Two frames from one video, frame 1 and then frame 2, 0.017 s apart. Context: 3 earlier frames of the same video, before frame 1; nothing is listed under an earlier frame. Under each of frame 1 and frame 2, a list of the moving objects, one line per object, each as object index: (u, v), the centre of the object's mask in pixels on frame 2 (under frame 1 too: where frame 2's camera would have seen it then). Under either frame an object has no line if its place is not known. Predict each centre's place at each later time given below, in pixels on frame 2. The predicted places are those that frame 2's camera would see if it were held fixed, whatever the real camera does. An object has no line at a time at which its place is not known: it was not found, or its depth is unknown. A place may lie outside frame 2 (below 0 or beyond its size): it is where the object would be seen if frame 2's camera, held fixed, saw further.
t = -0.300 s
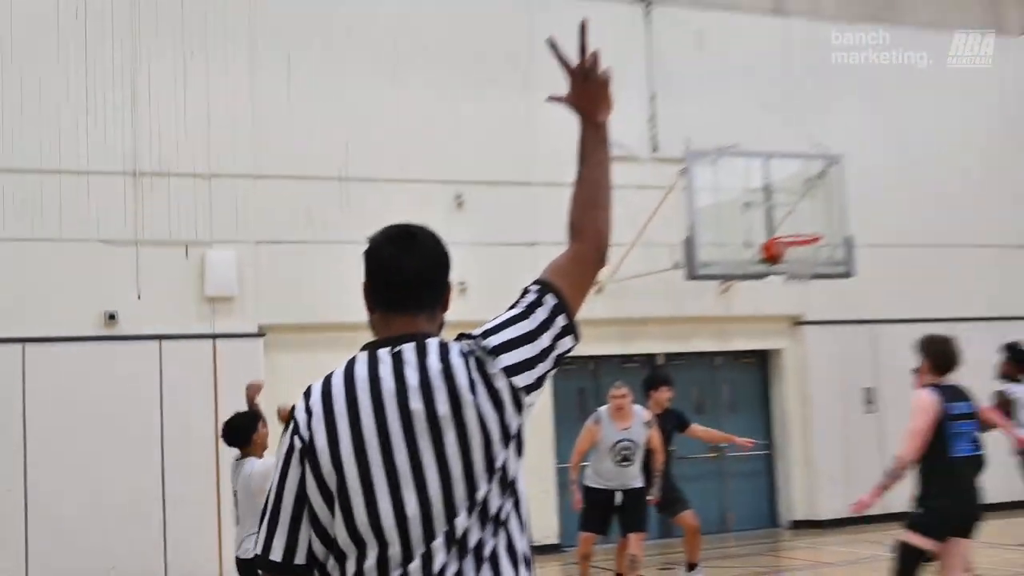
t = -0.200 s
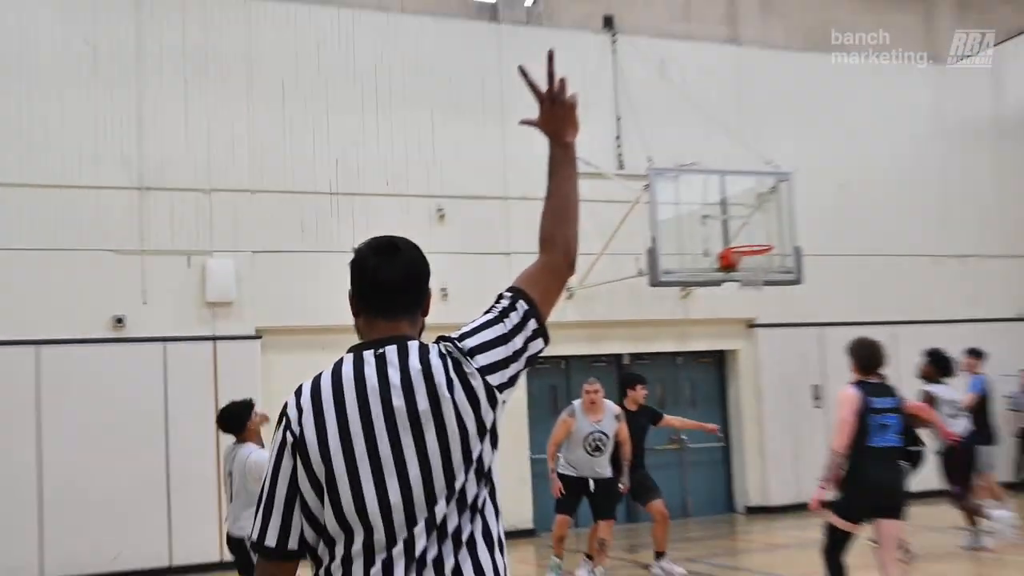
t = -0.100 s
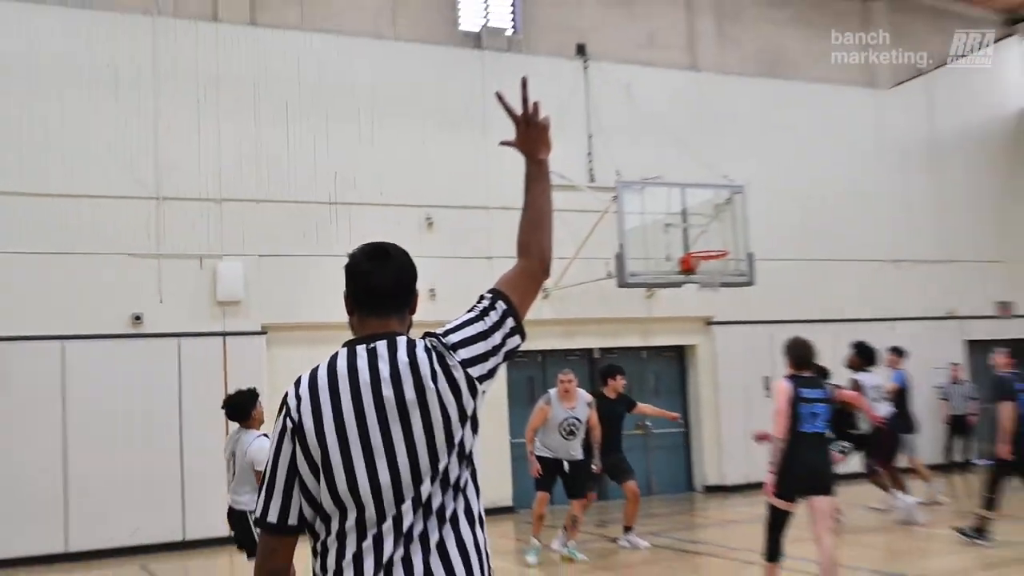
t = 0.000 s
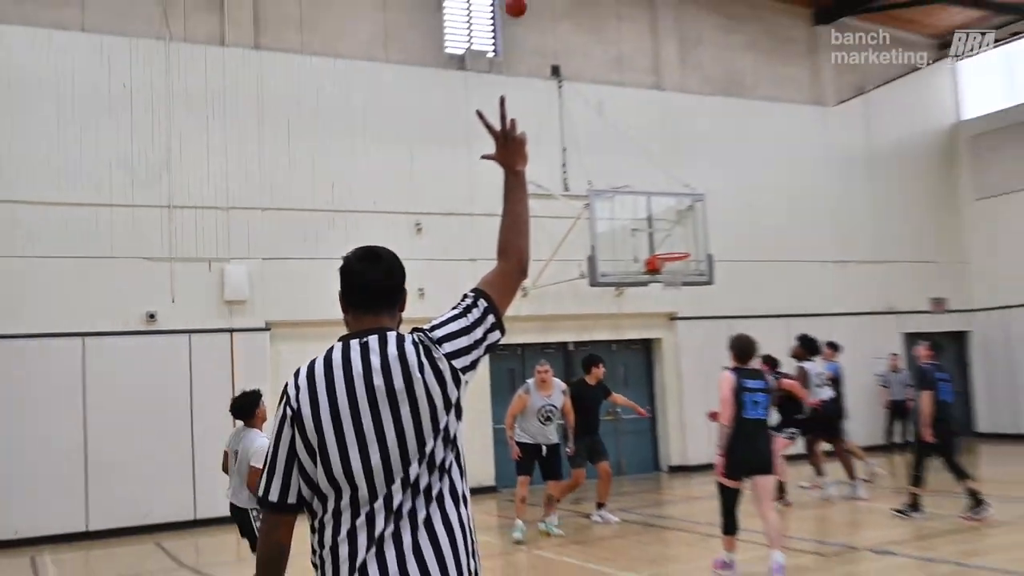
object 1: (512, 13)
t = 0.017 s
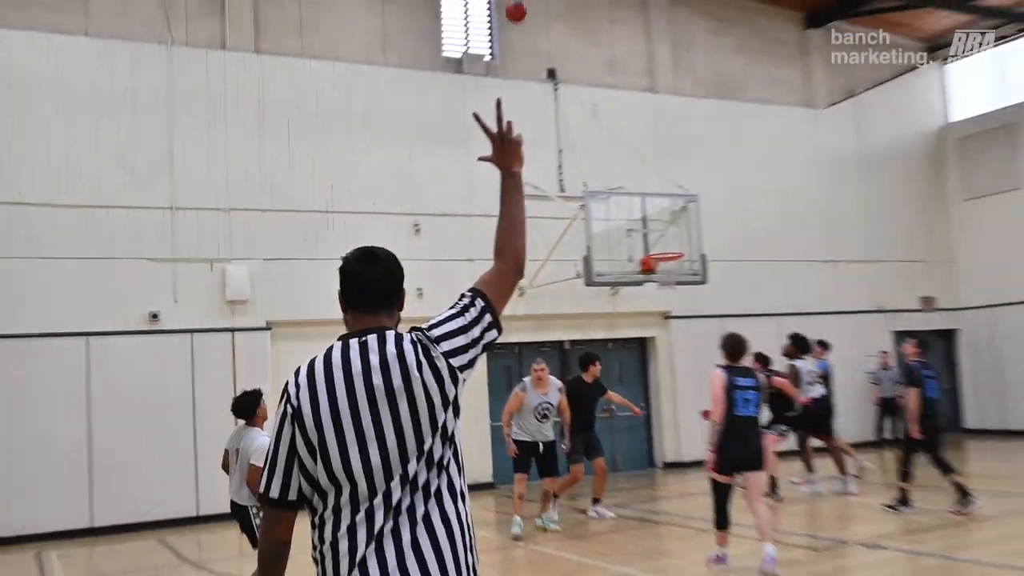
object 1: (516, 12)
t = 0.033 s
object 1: (519, 13)
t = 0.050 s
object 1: (522, 15)
